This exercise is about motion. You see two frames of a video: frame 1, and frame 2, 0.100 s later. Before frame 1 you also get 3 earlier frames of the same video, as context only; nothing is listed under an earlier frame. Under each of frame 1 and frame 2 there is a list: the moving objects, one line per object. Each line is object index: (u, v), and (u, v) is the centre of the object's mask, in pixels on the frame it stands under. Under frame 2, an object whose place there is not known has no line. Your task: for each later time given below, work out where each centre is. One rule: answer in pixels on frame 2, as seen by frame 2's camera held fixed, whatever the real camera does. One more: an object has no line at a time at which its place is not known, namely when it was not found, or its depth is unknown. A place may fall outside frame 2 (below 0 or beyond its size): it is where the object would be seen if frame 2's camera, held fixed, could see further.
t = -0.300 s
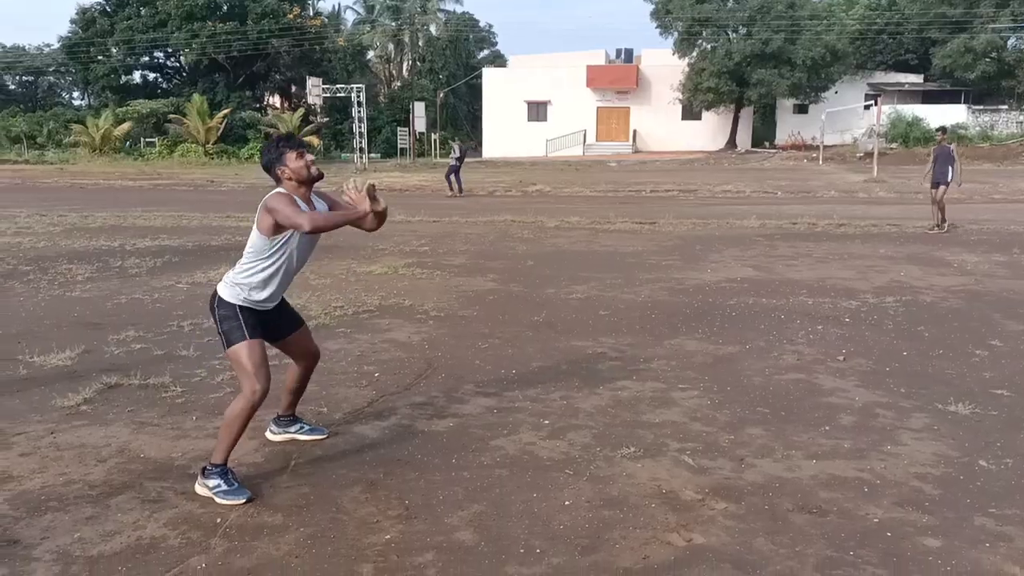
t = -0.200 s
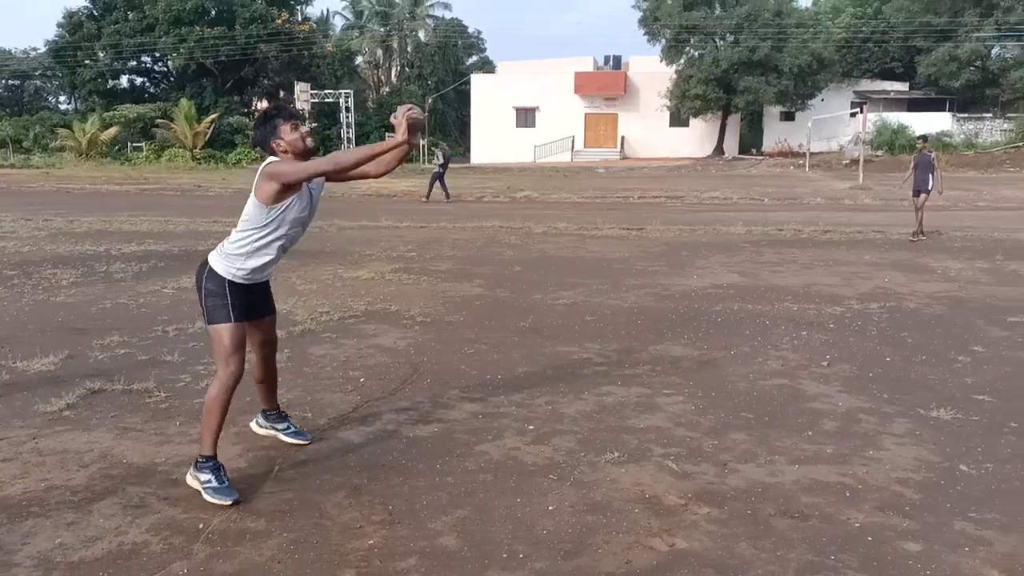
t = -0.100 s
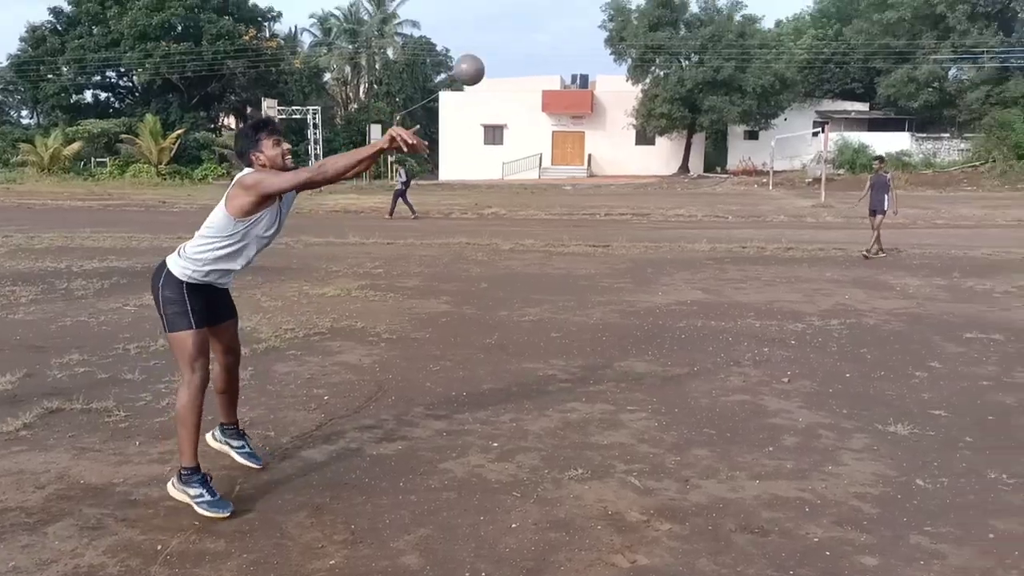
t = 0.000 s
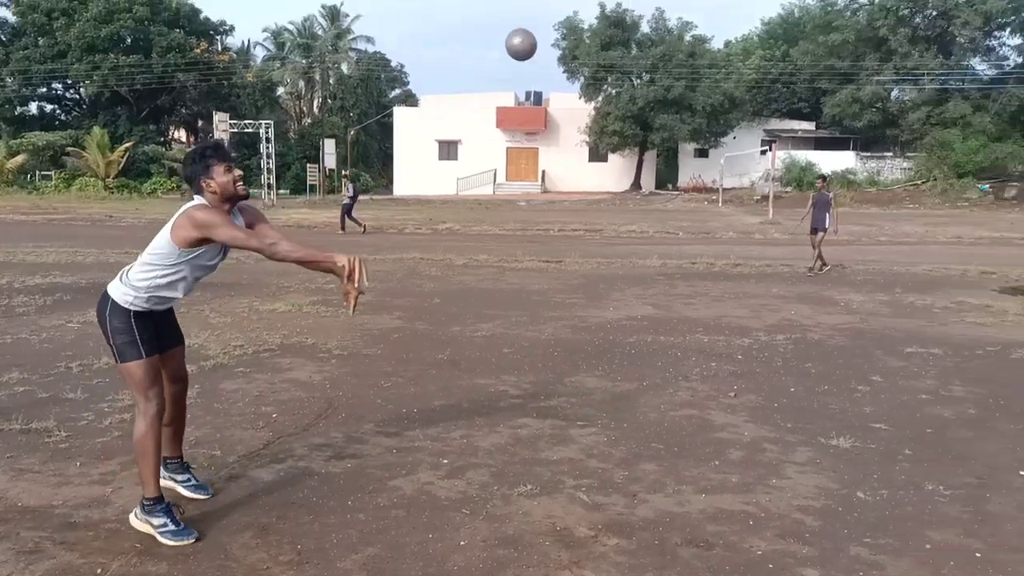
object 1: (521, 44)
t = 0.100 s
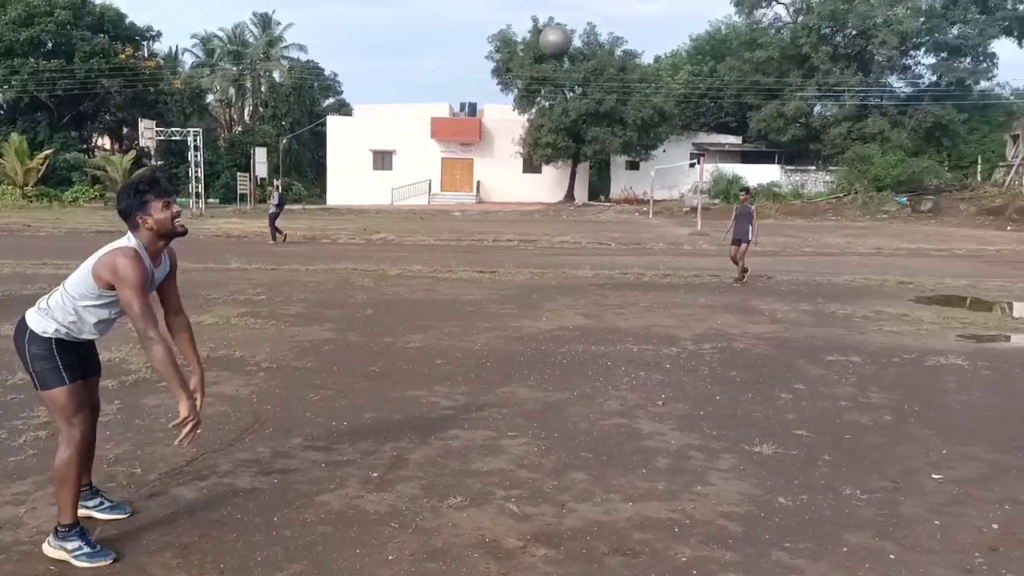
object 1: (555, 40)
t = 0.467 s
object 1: (926, 221)
